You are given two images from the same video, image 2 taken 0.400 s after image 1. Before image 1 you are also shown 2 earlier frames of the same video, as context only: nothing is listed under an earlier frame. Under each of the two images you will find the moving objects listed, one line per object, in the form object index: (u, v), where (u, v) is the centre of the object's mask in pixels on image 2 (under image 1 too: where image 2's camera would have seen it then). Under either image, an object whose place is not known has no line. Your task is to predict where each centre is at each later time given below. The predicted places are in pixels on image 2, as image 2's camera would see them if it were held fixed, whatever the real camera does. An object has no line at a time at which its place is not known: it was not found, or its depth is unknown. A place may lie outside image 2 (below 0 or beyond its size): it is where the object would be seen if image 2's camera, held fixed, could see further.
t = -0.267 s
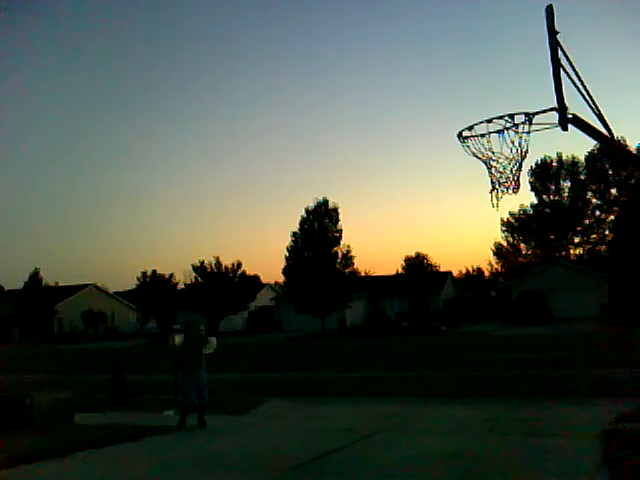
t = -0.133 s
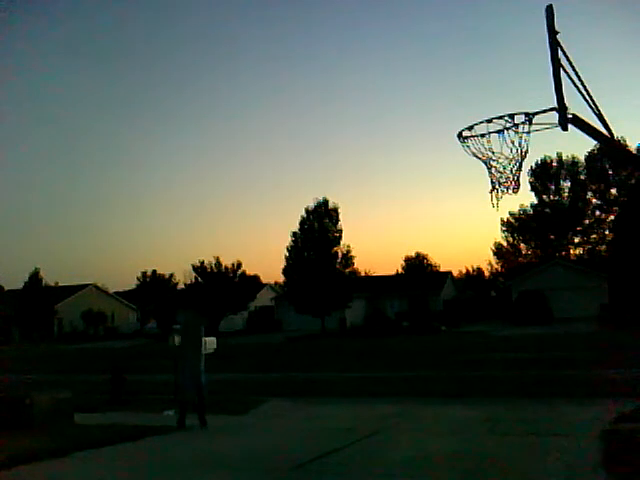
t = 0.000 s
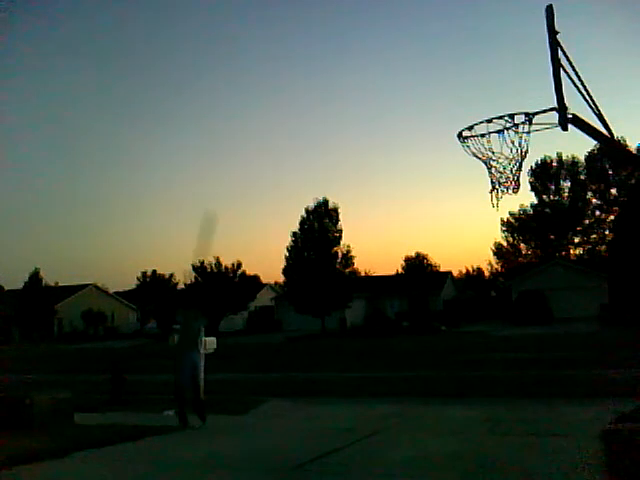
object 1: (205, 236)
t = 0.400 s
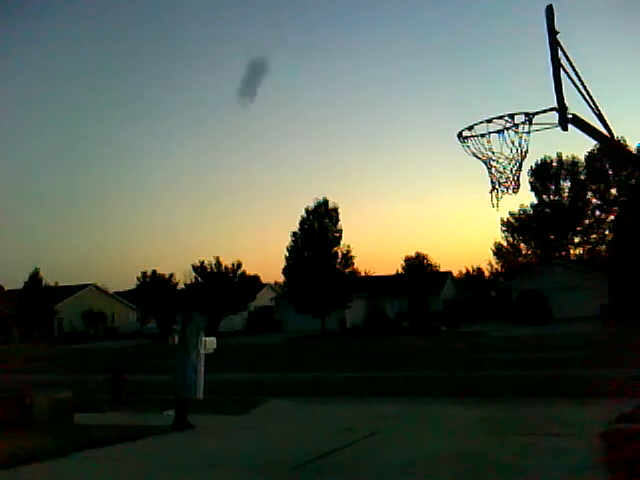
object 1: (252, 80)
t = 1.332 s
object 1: (511, 152)
